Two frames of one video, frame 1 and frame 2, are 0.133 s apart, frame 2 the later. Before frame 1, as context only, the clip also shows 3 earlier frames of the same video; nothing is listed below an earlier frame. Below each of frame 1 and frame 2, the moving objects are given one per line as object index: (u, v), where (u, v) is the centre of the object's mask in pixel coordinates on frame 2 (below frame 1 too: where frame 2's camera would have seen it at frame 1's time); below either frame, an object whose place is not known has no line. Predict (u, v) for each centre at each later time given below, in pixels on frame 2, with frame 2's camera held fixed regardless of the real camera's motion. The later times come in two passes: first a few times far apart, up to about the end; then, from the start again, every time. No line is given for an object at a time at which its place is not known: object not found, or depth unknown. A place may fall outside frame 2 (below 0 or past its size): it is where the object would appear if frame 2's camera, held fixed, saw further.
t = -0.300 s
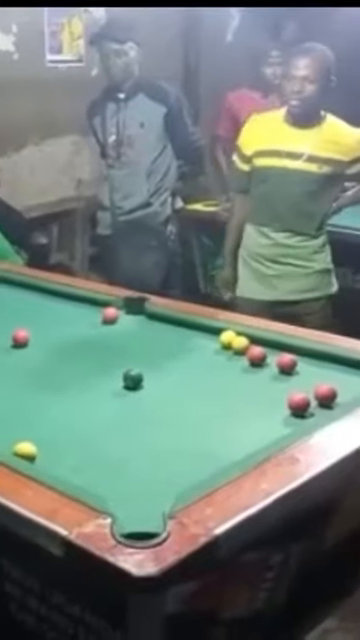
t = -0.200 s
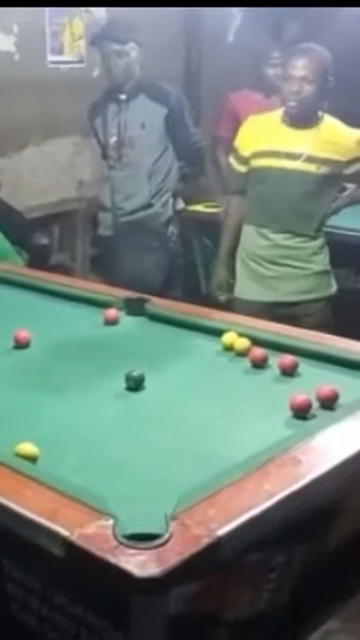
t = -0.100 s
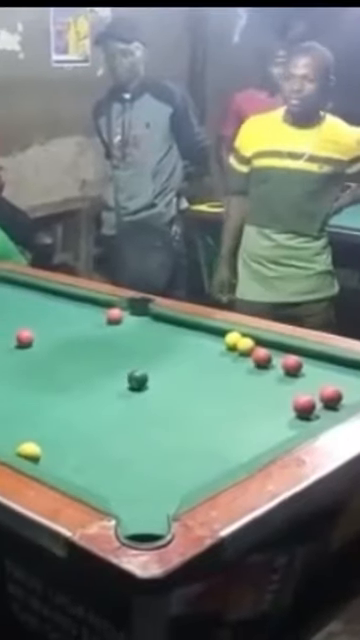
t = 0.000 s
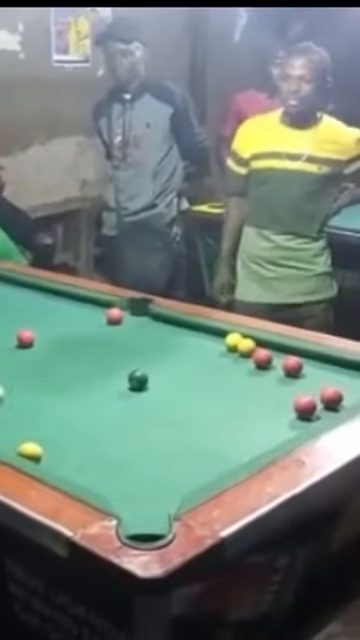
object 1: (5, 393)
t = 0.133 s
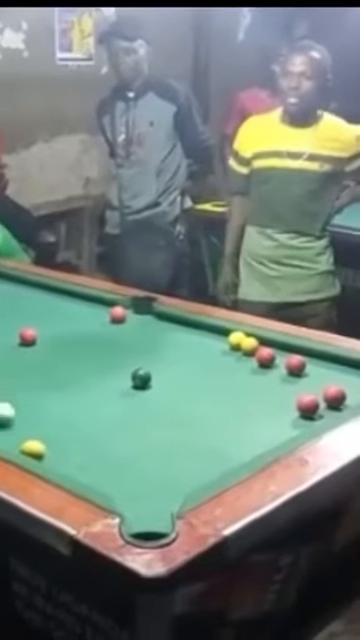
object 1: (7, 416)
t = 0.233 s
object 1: (12, 435)
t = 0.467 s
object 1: (43, 442)
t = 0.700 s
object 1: (83, 433)
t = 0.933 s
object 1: (119, 426)
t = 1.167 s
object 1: (152, 419)
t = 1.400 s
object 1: (183, 413)
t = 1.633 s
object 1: (210, 407)
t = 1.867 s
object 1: (235, 402)
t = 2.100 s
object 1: (257, 398)
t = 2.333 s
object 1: (277, 394)
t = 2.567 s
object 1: (296, 388)
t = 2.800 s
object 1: (312, 385)
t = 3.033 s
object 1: (327, 382)
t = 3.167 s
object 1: (333, 380)
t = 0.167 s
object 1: (7, 423)
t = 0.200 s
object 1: (8, 430)
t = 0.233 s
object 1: (12, 435)
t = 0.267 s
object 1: (14, 440)
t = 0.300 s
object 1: (17, 443)
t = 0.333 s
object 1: (20, 443)
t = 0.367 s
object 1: (26, 443)
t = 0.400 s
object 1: (31, 443)
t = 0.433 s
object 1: (37, 443)
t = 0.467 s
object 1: (43, 442)
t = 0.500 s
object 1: (49, 441)
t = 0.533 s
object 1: (55, 439)
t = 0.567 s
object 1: (60, 438)
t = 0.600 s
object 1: (66, 437)
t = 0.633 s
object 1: (72, 436)
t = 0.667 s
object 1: (78, 434)
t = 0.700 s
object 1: (83, 433)
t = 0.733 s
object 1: (88, 433)
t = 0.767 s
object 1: (93, 432)
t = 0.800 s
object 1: (99, 430)
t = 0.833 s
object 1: (104, 430)
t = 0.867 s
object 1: (109, 428)
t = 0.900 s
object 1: (114, 427)
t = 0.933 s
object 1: (119, 426)
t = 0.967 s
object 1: (125, 425)
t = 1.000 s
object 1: (129, 424)
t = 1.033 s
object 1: (134, 423)
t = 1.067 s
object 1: (139, 422)
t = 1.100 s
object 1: (143, 421)
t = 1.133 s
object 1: (148, 420)
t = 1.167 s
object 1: (152, 419)
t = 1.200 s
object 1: (157, 418)
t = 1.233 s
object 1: (161, 417)
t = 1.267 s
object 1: (166, 416)
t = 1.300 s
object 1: (170, 416)
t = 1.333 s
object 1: (174, 415)
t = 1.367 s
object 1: (179, 414)
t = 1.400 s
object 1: (183, 413)
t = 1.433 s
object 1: (187, 412)
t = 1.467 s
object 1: (191, 411)
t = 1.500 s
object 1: (195, 411)
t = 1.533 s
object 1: (198, 410)
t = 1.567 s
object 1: (203, 409)
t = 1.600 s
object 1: (207, 408)
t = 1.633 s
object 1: (210, 407)
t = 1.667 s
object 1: (213, 407)
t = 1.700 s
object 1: (217, 406)
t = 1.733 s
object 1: (221, 406)
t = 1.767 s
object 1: (224, 405)
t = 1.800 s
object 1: (228, 404)
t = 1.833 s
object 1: (232, 404)
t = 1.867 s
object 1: (235, 402)
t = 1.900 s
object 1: (238, 402)
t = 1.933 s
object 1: (241, 401)
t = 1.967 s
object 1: (244, 400)
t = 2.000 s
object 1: (248, 400)
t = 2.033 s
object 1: (251, 399)
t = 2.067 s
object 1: (254, 398)
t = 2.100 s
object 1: (257, 398)
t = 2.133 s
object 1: (260, 397)
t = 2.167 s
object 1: (263, 397)
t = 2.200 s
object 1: (266, 396)
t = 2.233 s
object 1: (269, 395)
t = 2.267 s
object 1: (272, 395)
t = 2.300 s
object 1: (274, 395)
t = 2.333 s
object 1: (277, 394)
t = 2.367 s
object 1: (280, 393)
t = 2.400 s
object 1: (282, 392)
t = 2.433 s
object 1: (285, 392)
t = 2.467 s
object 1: (289, 391)
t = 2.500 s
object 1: (293, 390)
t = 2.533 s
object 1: (294, 389)
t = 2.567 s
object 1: (296, 388)
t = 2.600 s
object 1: (298, 387)
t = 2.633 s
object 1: (300, 386)
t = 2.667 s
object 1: (302, 386)
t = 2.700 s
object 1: (304, 386)
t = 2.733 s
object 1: (307, 385)
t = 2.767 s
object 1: (312, 385)
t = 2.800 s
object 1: (312, 385)
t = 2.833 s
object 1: (315, 385)
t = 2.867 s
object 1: (317, 384)
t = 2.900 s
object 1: (317, 384)
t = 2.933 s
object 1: (318, 384)
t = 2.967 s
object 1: (321, 384)
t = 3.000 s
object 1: (322, 383)
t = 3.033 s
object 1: (327, 382)
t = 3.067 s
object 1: (326, 382)
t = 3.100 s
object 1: (327, 381)
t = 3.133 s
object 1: (332, 379)
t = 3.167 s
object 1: (333, 380)
